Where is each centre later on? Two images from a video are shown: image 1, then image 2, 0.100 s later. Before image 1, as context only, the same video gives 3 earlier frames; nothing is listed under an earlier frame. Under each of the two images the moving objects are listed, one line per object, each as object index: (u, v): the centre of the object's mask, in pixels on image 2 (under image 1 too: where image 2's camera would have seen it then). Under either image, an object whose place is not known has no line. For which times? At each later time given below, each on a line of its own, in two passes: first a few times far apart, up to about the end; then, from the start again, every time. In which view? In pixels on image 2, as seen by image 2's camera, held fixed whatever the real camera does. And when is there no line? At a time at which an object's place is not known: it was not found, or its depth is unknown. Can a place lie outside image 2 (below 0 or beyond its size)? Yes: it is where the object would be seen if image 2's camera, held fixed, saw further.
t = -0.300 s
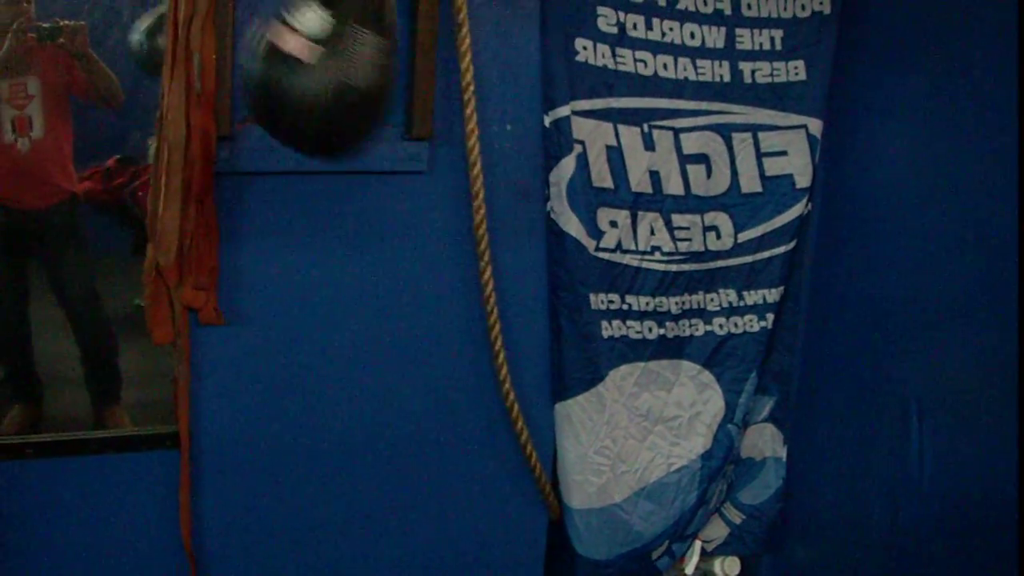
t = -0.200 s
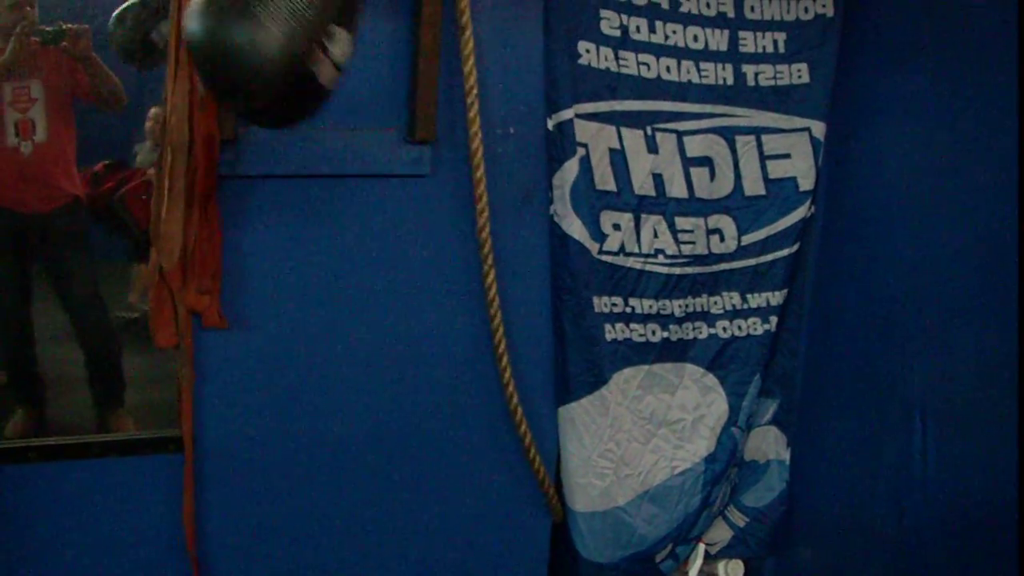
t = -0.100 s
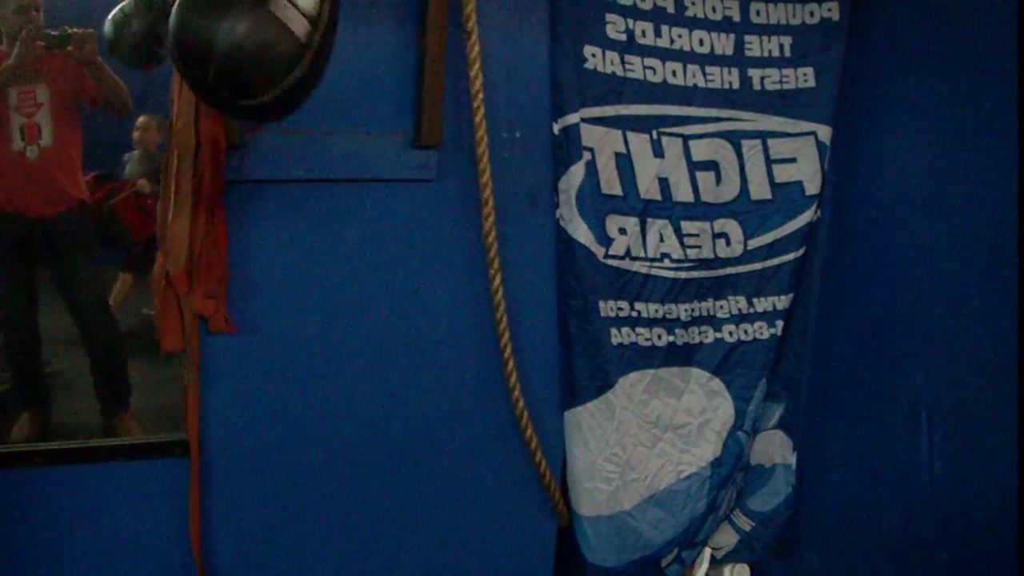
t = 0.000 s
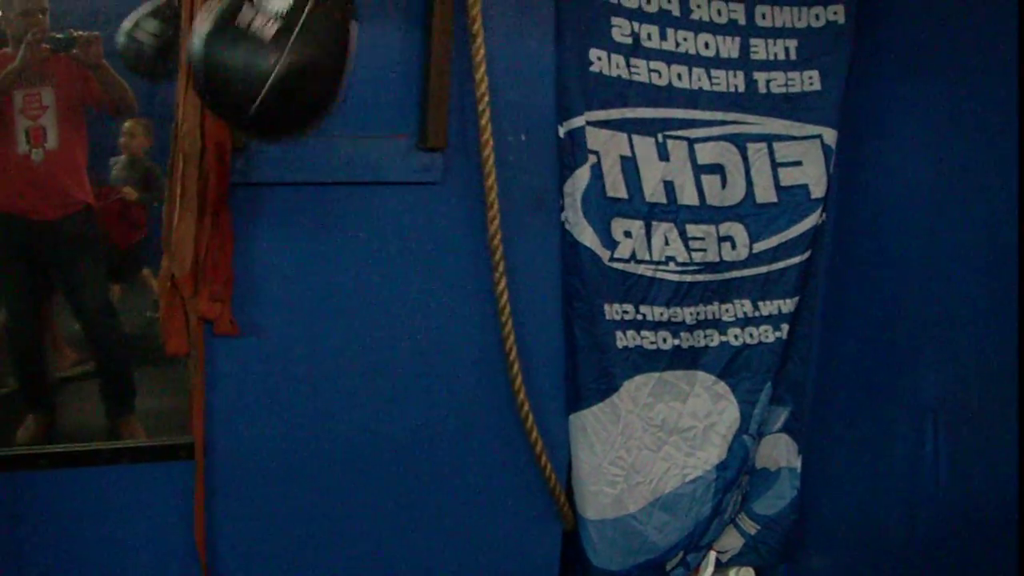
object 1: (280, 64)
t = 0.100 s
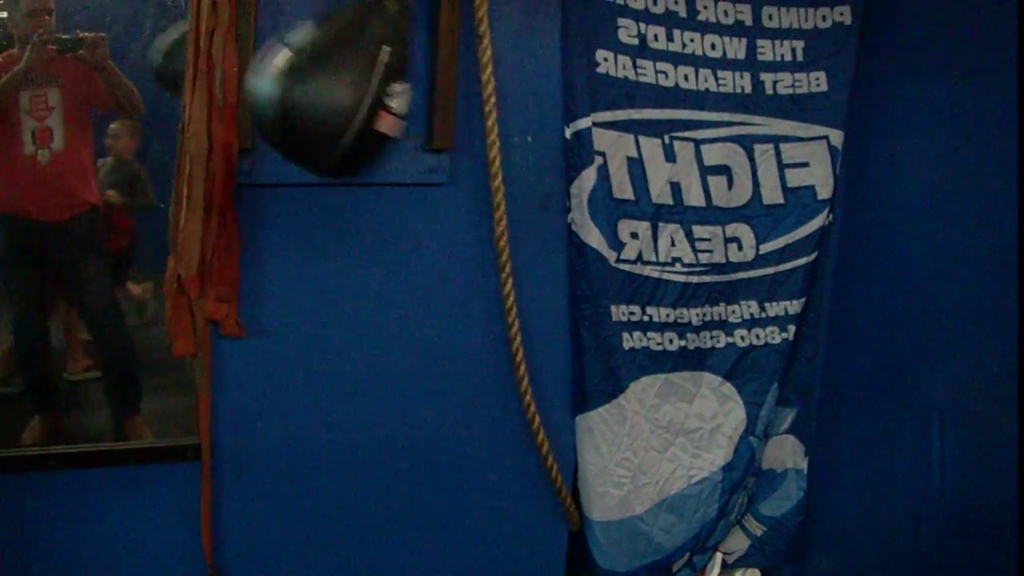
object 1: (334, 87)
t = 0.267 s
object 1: (470, 125)
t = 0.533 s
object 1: (661, 102)
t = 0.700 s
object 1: (701, 92)
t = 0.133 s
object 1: (358, 99)
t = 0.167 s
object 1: (385, 110)
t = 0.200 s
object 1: (410, 118)
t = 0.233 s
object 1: (440, 123)
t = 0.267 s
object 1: (470, 125)
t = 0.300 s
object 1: (500, 129)
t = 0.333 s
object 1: (532, 129)
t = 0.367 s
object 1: (560, 127)
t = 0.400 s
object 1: (583, 124)
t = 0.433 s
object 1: (607, 118)
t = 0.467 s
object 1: (628, 116)
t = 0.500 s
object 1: (644, 111)
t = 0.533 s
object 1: (661, 102)
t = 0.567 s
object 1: (673, 97)
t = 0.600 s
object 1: (684, 94)
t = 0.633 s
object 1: (692, 91)
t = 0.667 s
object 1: (697, 91)
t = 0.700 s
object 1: (701, 92)
